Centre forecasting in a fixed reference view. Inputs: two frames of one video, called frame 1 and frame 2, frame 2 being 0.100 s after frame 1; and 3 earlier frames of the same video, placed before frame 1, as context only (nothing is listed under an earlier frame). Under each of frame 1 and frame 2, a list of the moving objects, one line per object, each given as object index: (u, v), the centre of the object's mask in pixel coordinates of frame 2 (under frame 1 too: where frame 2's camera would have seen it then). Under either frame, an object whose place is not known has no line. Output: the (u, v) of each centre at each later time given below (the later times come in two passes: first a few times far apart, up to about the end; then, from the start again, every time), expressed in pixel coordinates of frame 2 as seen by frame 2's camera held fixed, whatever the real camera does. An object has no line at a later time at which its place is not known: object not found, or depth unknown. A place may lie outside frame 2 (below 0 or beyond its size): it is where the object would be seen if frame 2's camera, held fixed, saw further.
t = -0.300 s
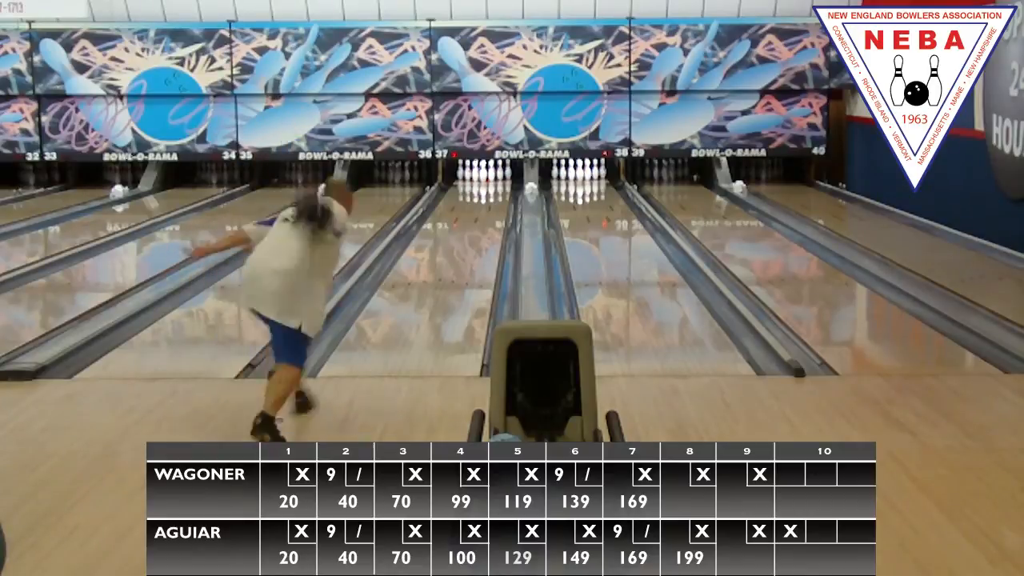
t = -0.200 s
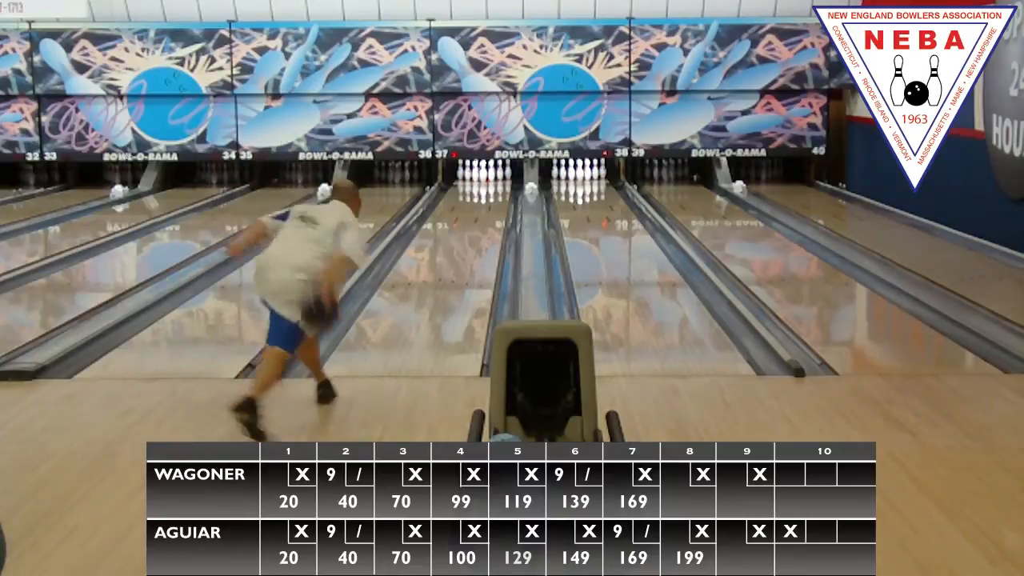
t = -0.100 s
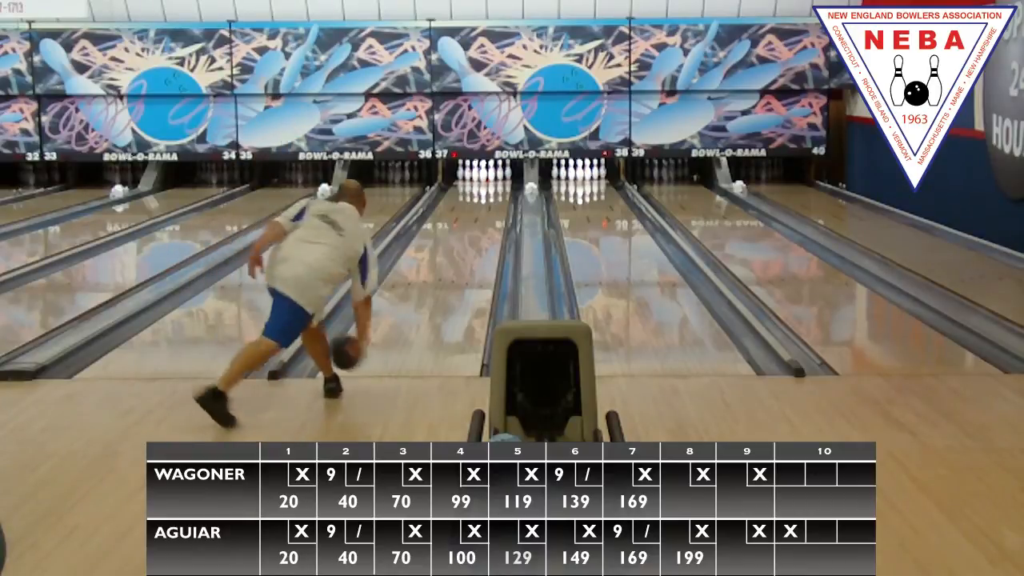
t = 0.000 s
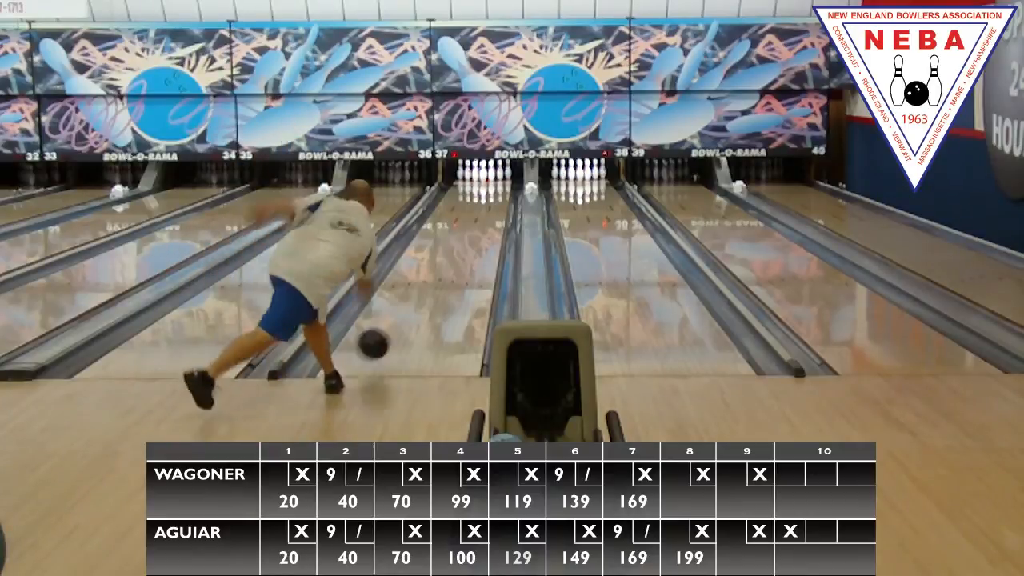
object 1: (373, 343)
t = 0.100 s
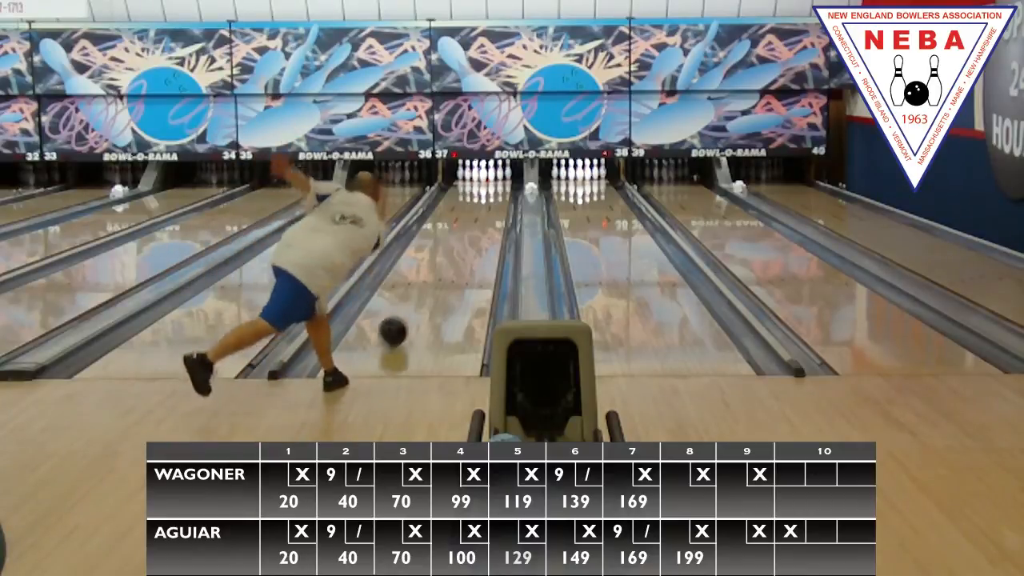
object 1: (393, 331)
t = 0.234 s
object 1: (414, 306)
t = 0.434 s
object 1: (439, 277)
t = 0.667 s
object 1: (460, 251)
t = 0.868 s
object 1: (473, 233)
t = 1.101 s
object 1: (485, 217)
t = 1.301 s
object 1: (491, 206)
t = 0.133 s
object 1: (399, 324)
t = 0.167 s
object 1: (404, 318)
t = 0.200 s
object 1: (409, 312)
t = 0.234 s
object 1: (414, 306)
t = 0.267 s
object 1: (419, 300)
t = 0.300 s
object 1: (424, 295)
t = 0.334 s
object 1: (428, 290)
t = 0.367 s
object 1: (432, 286)
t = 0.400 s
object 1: (436, 281)
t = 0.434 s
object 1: (439, 277)
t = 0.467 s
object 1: (442, 273)
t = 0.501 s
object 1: (446, 269)
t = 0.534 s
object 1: (449, 265)
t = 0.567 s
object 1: (452, 261)
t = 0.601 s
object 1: (455, 258)
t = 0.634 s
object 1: (457, 254)
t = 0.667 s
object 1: (460, 251)
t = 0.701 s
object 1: (463, 248)
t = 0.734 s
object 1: (465, 245)
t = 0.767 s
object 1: (467, 242)
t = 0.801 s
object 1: (470, 239)
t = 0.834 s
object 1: (472, 236)
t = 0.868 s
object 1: (473, 233)
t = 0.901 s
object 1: (475, 231)
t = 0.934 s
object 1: (477, 229)
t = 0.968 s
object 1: (479, 226)
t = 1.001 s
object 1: (480, 224)
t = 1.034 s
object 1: (482, 222)
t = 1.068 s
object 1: (483, 220)
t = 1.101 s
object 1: (485, 217)
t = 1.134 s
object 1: (486, 215)
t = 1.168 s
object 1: (487, 213)
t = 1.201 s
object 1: (488, 211)
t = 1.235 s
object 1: (489, 210)
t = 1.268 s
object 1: (490, 209)
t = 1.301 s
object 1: (491, 206)
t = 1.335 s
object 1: (492, 205)
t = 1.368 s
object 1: (492, 203)
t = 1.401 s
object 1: (493, 201)
